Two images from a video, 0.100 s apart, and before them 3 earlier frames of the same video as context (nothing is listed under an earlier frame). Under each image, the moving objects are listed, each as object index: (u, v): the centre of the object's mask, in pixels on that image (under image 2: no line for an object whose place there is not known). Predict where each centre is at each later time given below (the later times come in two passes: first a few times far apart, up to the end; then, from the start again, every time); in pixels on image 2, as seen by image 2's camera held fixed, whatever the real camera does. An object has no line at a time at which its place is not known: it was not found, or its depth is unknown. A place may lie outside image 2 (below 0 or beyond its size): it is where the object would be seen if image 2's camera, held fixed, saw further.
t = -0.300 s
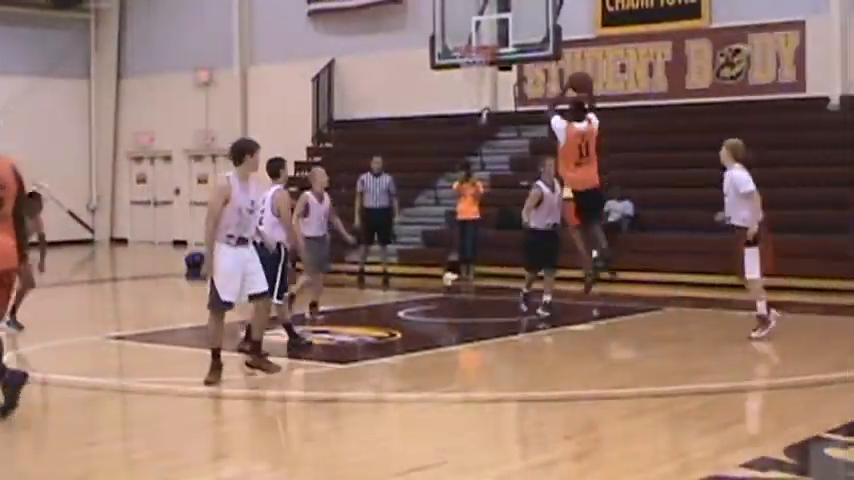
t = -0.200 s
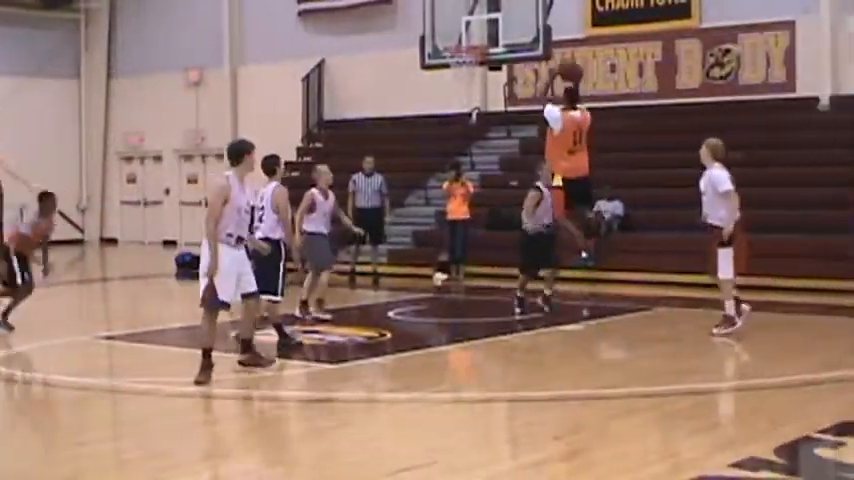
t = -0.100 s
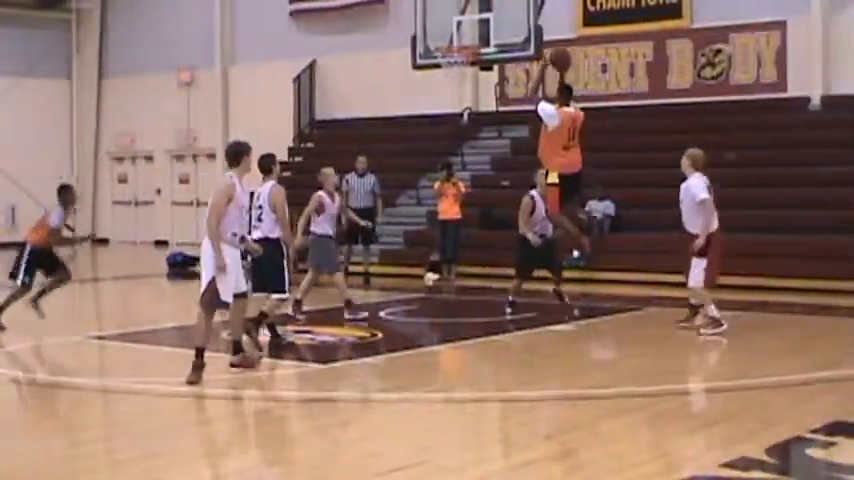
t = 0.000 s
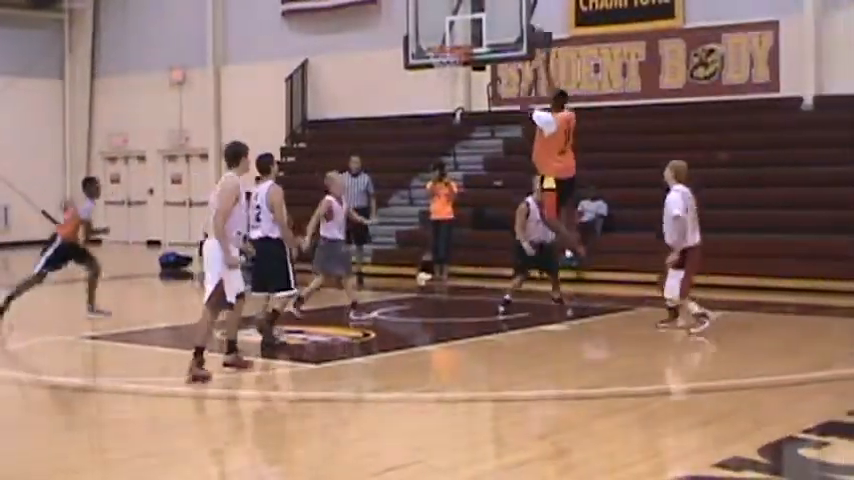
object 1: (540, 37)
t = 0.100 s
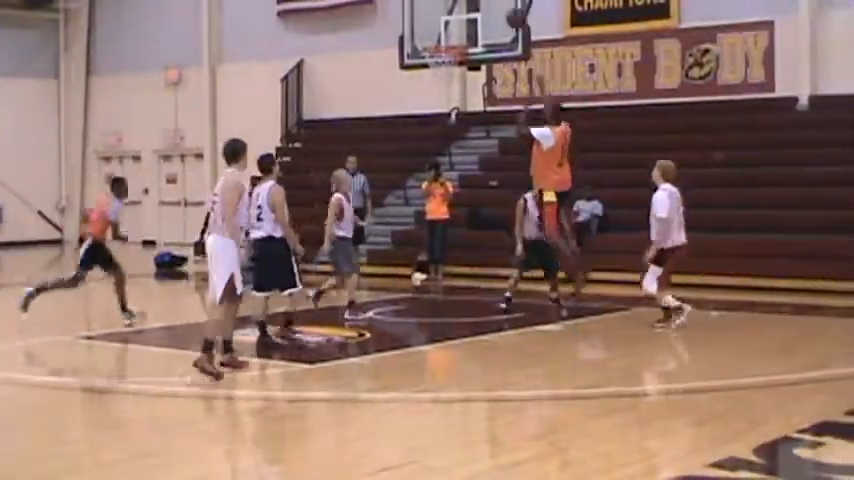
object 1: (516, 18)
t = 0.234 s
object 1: (490, 7)
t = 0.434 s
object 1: (452, 13)
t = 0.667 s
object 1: (418, 27)
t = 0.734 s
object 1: (413, 21)
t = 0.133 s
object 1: (509, 13)
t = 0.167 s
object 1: (503, 9)
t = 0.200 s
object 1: (496, 8)
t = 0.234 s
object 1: (490, 7)
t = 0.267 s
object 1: (484, 6)
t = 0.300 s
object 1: (477, 7)
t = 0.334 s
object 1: (472, 7)
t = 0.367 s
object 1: (465, 7)
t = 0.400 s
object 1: (458, 9)
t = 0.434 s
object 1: (452, 13)
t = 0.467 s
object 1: (444, 17)
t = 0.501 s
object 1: (439, 23)
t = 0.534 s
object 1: (432, 29)
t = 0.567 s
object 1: (426, 36)
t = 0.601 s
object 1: (423, 36)
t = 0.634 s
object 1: (421, 30)
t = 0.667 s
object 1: (418, 27)
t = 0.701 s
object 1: (416, 23)
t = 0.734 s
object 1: (413, 21)
